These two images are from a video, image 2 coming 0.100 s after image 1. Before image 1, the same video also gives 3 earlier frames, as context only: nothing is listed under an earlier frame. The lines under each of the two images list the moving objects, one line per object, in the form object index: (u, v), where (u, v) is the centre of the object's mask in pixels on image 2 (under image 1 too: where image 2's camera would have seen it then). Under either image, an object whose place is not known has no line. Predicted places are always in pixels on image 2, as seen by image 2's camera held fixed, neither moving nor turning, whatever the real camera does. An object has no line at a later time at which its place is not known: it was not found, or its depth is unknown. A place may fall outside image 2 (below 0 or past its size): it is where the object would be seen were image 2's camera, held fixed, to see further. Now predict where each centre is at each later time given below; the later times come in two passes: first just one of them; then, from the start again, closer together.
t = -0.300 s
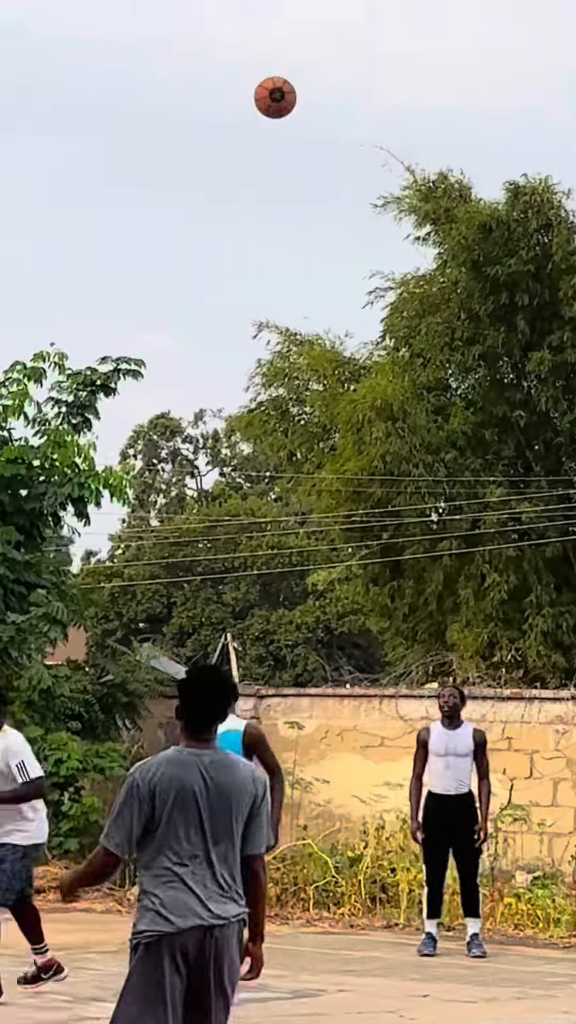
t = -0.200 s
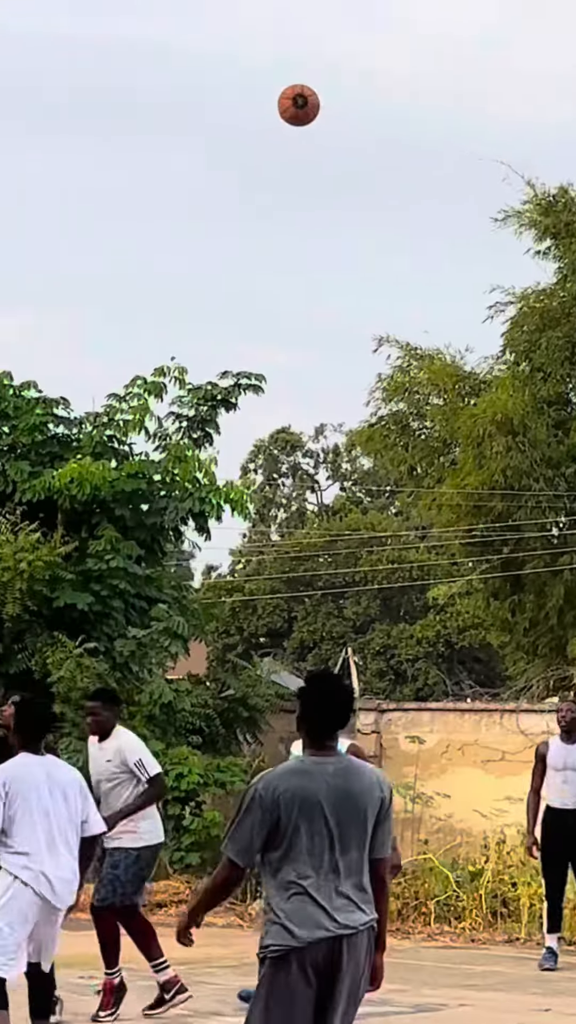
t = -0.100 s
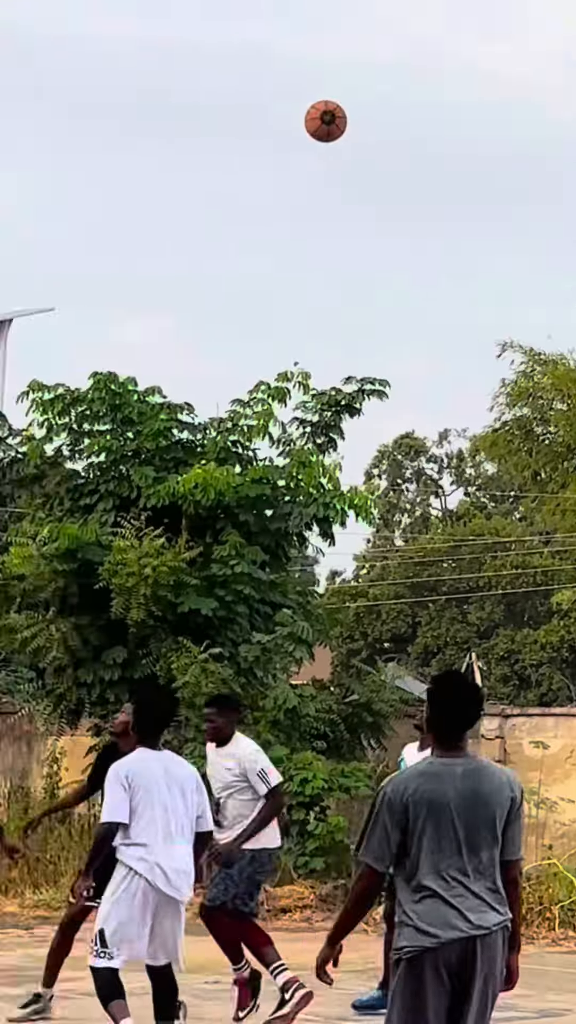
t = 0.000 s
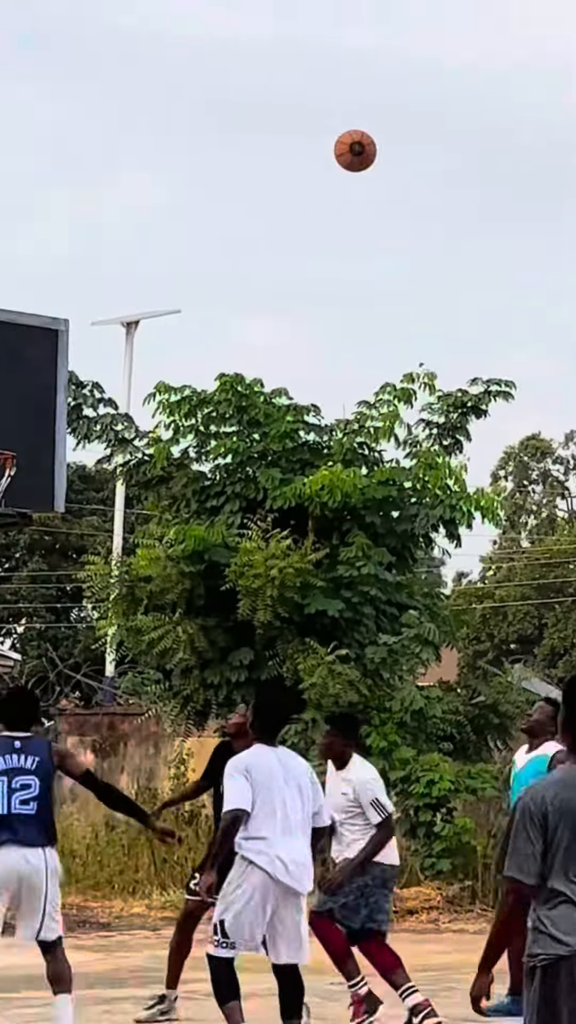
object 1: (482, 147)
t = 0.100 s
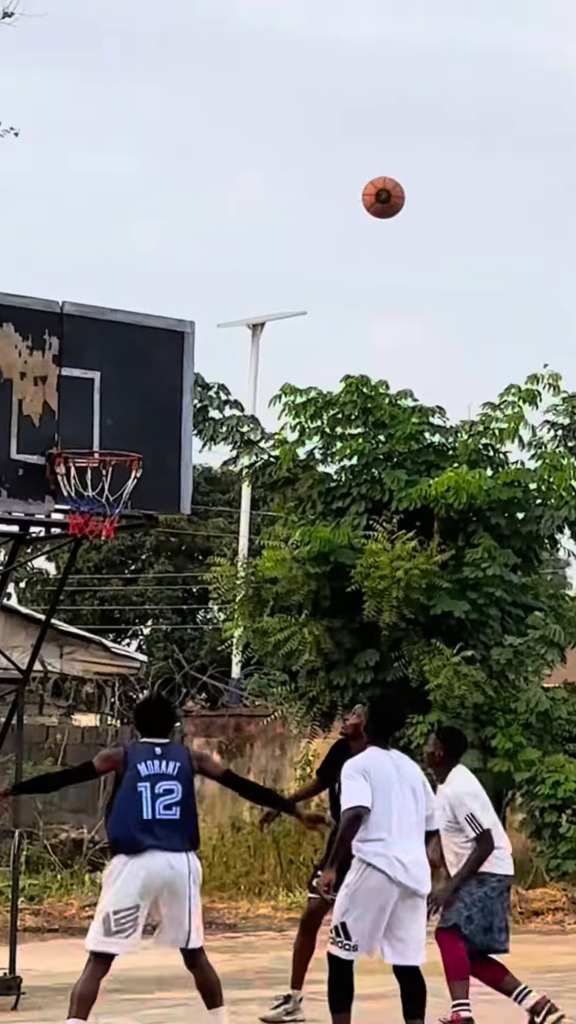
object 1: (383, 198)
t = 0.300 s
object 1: (186, 343)
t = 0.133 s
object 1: (351, 218)
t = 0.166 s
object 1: (318, 239)
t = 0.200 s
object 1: (286, 261)
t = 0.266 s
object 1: (220, 312)
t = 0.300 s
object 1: (186, 343)
